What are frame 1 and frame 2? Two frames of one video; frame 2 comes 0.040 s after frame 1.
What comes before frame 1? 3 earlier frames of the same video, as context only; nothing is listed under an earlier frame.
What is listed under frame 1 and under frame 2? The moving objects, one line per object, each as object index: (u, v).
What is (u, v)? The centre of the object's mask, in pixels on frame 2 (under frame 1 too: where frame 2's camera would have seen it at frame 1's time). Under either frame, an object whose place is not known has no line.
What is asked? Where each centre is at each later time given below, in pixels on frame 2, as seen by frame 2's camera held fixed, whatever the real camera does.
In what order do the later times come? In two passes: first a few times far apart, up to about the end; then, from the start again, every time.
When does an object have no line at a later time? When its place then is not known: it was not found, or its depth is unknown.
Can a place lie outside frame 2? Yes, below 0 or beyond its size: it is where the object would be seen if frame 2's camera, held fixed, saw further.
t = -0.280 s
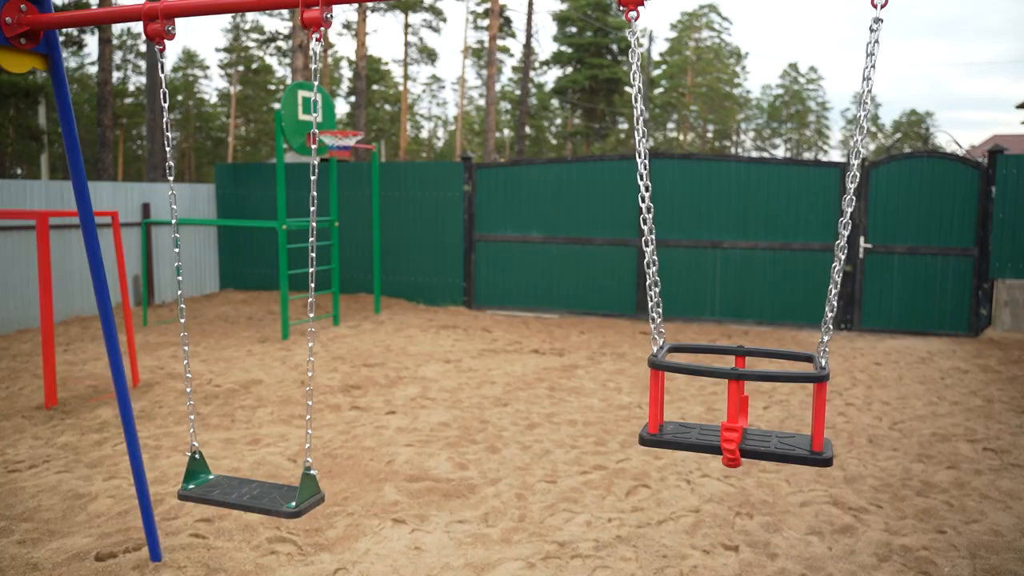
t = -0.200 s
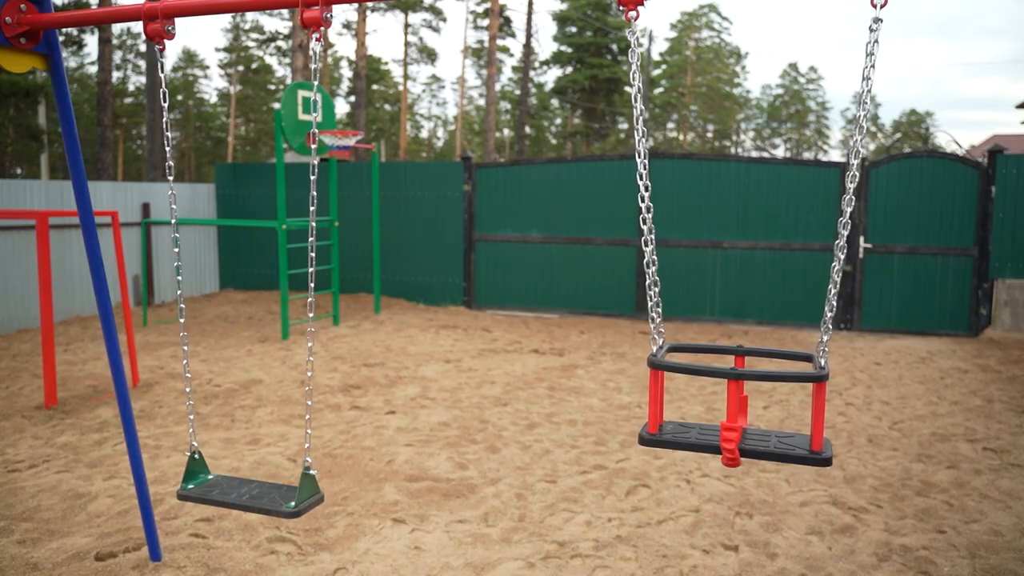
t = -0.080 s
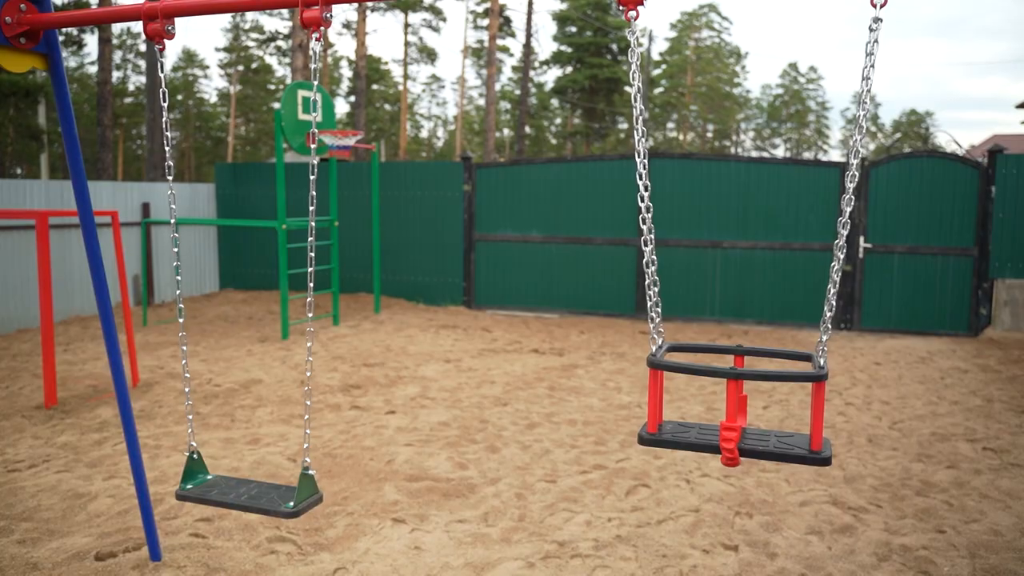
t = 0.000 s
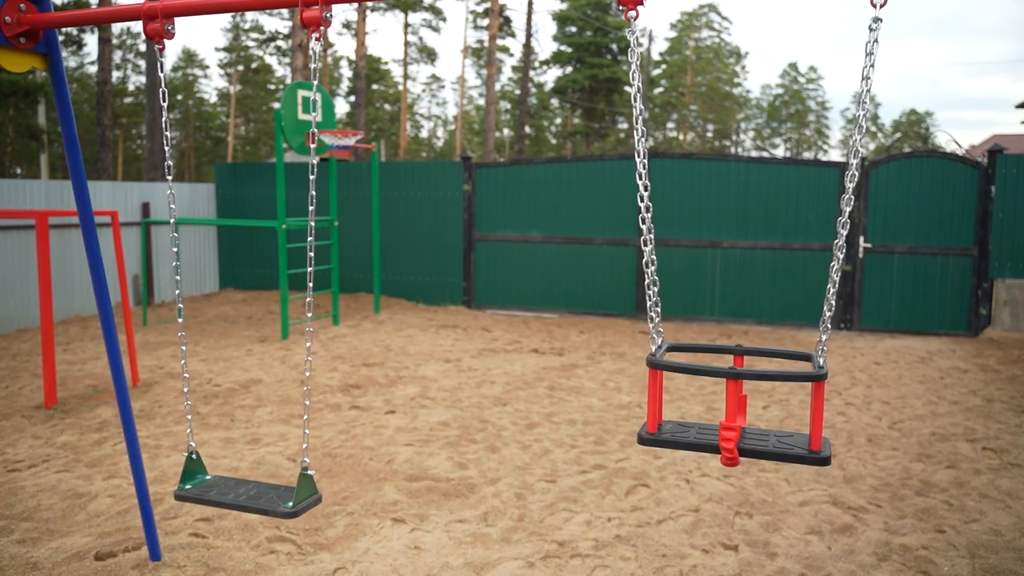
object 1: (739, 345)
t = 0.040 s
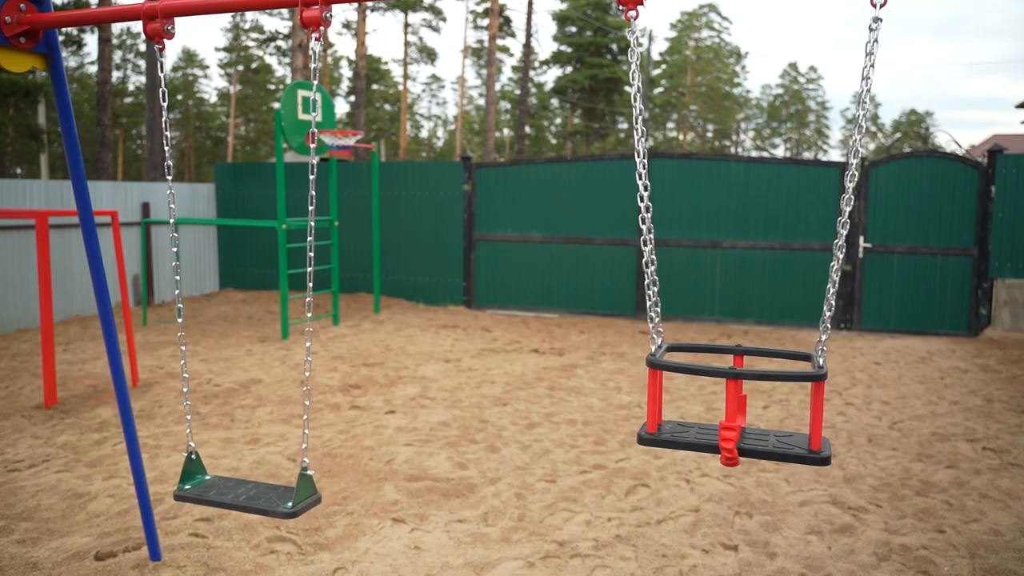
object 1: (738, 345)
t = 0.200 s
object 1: (738, 345)
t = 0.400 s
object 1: (740, 345)
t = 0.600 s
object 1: (740, 345)
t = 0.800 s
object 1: (743, 345)
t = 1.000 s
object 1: (744, 345)
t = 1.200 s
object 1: (746, 346)
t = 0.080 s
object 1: (738, 345)
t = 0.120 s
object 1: (738, 345)
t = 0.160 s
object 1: (738, 345)
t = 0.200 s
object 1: (738, 345)
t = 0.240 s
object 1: (740, 345)
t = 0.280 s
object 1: (738, 345)
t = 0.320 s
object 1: (740, 345)
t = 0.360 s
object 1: (740, 345)
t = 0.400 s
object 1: (740, 345)
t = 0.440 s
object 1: (738, 345)
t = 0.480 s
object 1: (739, 345)
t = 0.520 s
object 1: (740, 345)
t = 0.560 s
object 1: (740, 345)
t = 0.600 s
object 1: (740, 345)
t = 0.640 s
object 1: (741, 345)
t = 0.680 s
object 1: (740, 345)
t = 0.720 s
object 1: (741, 345)
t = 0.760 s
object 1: (741, 345)
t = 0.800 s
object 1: (743, 345)
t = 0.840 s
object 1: (742, 345)
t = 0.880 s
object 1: (743, 345)
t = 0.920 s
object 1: (743, 345)
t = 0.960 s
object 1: (744, 345)
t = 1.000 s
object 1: (744, 345)
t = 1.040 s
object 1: (743, 345)
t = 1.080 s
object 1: (743, 345)
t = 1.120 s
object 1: (746, 346)
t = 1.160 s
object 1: (746, 346)
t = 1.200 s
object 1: (746, 346)
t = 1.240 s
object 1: (745, 346)
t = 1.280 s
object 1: (745, 345)
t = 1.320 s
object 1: (745, 345)
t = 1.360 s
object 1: (748, 346)
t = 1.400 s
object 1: (747, 346)
